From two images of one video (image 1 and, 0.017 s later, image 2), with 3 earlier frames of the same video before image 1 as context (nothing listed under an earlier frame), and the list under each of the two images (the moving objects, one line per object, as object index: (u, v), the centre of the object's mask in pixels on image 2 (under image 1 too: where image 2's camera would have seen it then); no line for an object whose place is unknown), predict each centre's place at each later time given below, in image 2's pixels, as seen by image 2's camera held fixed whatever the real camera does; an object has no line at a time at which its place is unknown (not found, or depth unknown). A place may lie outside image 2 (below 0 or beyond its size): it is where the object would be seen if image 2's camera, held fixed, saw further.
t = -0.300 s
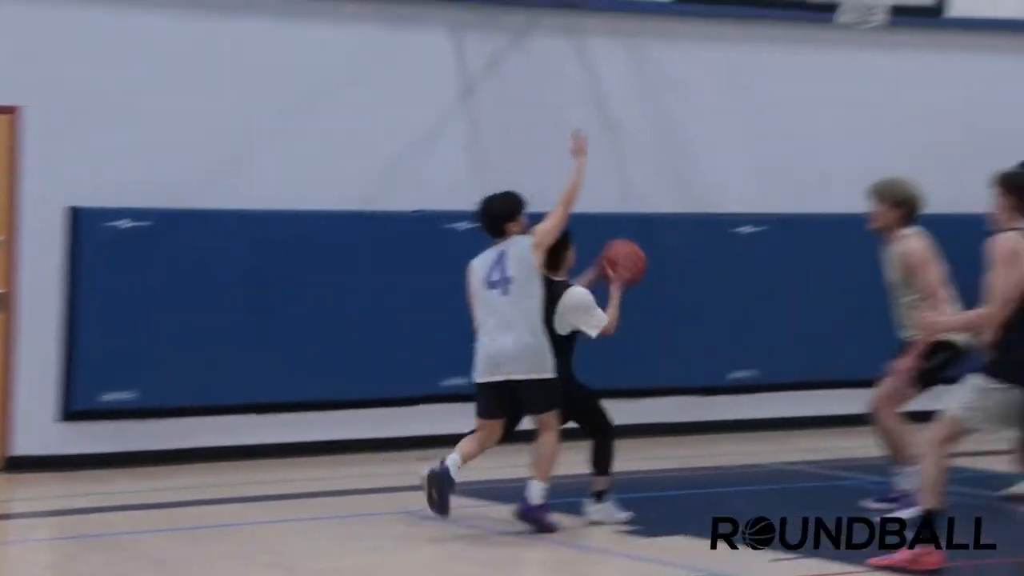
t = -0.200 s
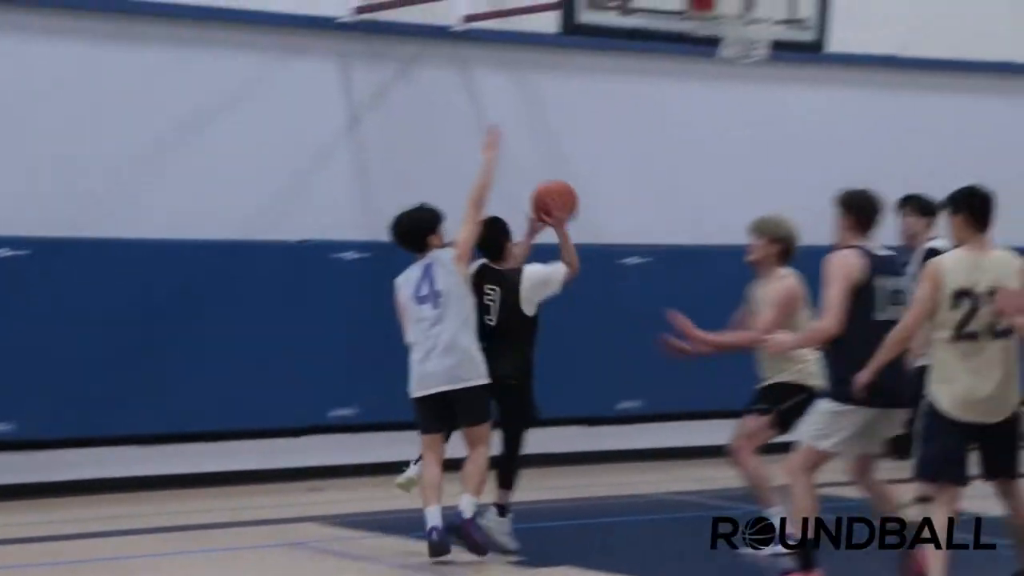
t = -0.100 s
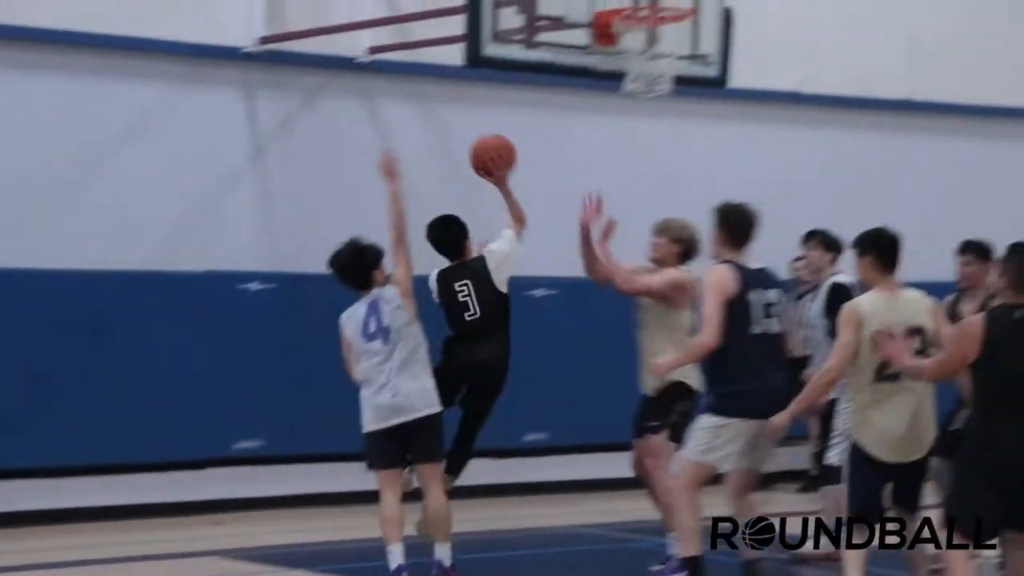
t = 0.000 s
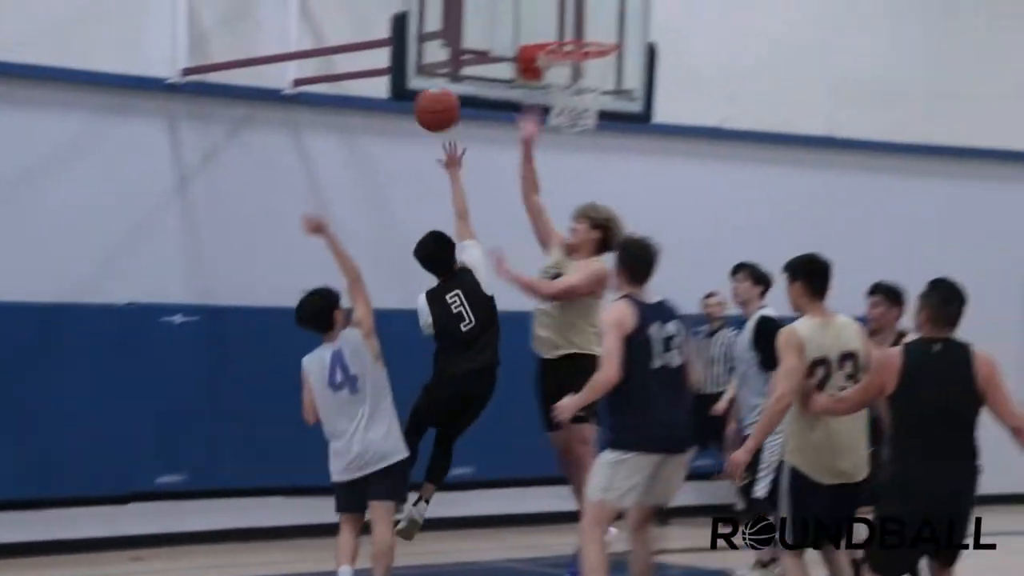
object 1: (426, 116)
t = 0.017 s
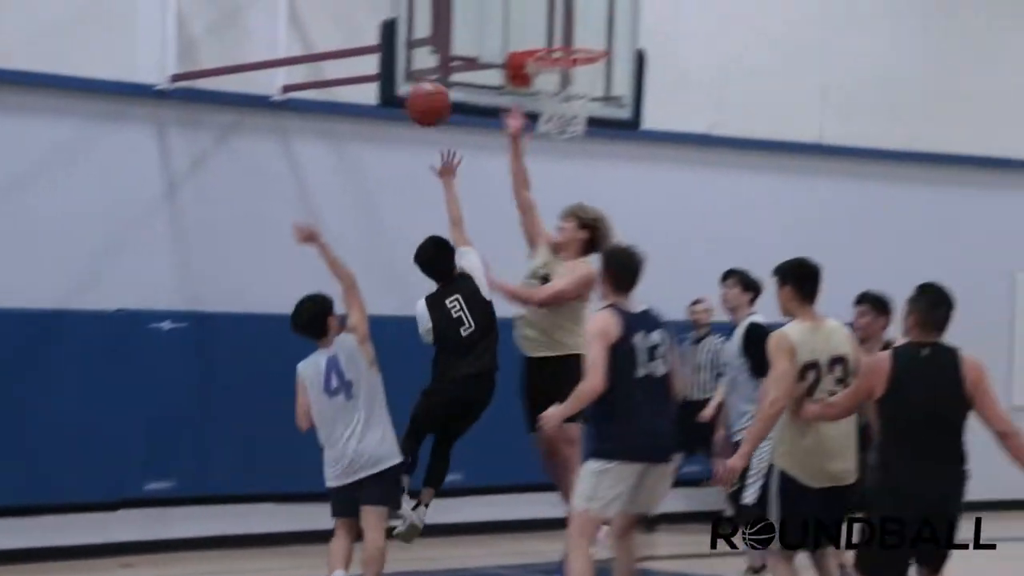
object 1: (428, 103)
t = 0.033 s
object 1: (430, 91)
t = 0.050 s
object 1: (433, 80)
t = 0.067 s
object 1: (435, 69)
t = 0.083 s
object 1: (437, 60)
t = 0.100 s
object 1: (439, 51)
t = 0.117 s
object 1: (442, 42)
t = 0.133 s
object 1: (444, 33)
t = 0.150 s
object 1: (446, 26)
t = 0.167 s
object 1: (449, 18)
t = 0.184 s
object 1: (451, 12)
